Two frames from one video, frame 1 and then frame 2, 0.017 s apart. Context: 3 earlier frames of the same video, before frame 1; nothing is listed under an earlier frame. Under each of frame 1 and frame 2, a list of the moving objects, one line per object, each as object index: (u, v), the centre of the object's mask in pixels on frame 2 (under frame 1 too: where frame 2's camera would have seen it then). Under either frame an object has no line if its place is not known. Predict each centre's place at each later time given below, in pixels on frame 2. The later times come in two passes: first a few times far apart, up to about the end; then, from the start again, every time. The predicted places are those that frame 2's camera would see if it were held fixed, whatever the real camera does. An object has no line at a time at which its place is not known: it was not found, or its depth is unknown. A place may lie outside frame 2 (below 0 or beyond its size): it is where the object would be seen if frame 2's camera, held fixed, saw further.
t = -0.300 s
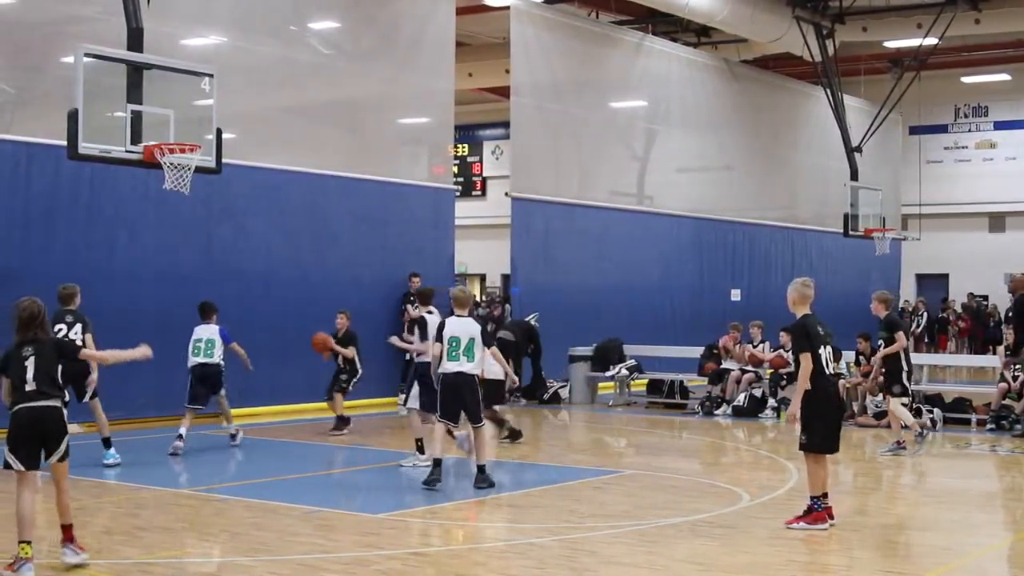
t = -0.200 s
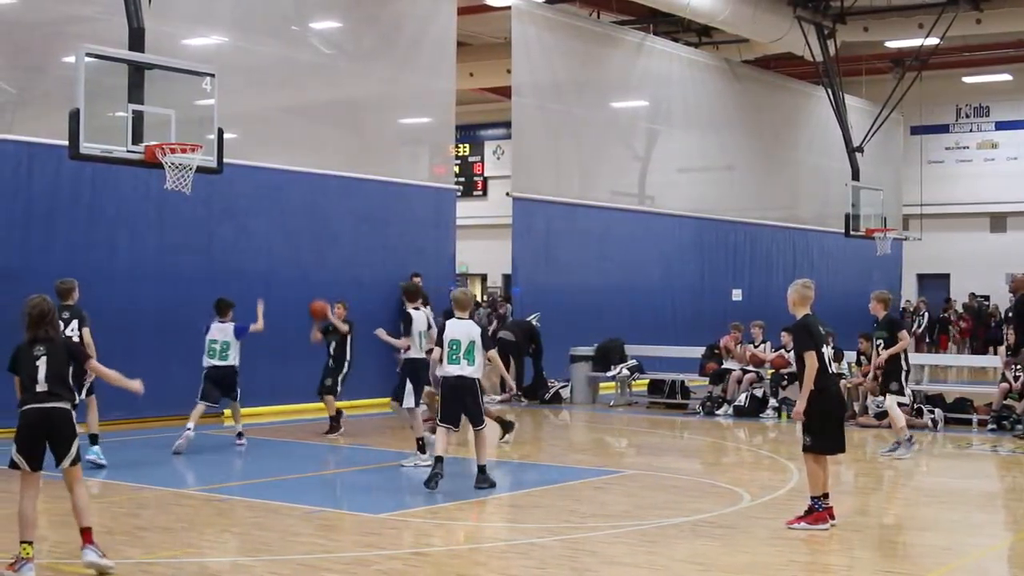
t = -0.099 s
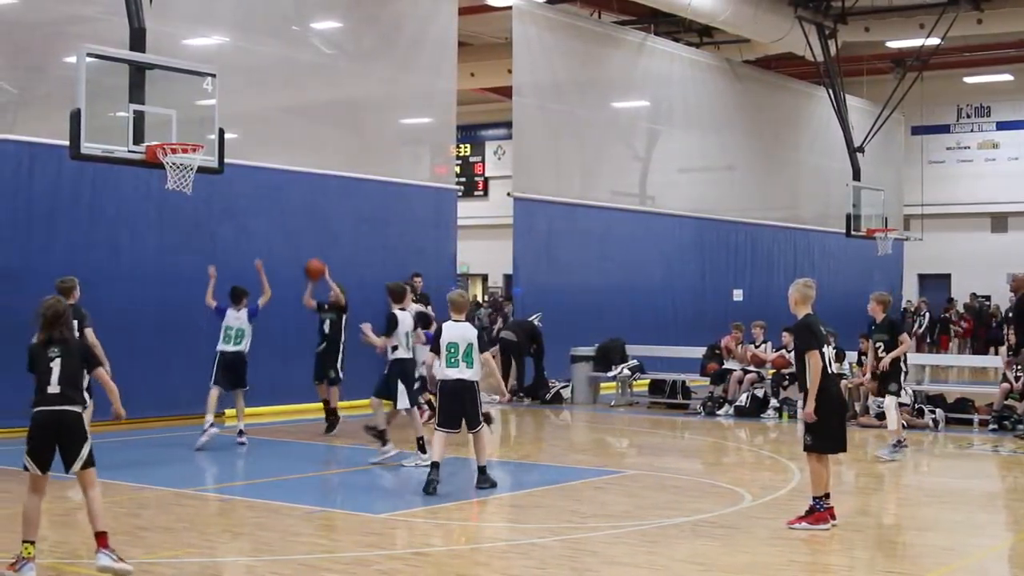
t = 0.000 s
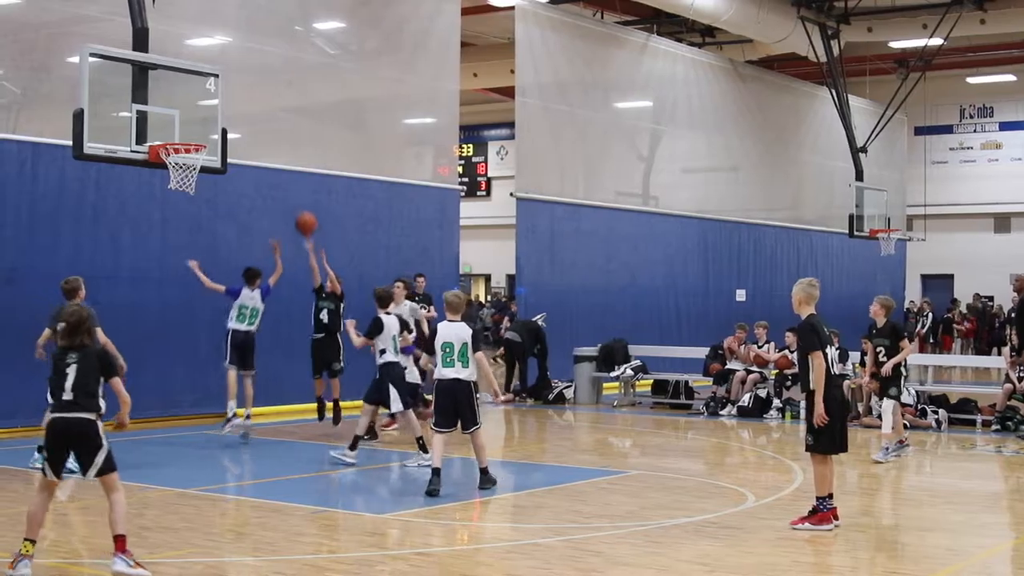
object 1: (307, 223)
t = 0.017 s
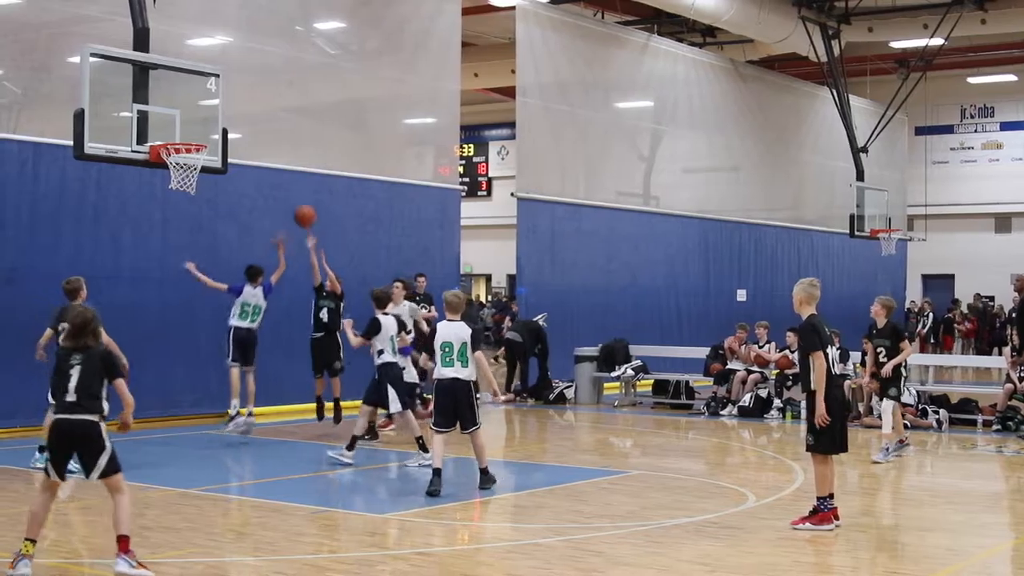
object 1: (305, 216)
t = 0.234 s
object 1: (274, 142)
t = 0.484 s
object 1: (235, 105)
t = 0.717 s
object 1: (195, 123)
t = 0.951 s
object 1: (181, 136)
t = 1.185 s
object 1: (194, 134)
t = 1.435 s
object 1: (174, 150)
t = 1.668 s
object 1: (168, 181)
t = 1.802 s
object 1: (174, 212)
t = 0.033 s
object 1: (302, 209)
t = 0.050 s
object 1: (300, 202)
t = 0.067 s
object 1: (297, 195)
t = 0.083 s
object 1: (295, 189)
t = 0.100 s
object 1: (293, 184)
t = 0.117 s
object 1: (291, 179)
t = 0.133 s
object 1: (288, 172)
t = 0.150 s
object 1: (286, 167)
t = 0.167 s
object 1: (283, 161)
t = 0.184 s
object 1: (281, 155)
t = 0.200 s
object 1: (278, 150)
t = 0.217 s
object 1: (276, 146)
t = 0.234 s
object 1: (274, 142)
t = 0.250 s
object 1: (272, 138)
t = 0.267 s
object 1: (269, 134)
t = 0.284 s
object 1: (267, 130)
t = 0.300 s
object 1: (264, 127)
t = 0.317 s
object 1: (262, 124)
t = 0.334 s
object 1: (259, 121)
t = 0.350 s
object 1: (256, 118)
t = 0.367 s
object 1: (254, 116)
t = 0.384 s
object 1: (252, 114)
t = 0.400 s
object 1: (249, 112)
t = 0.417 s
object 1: (246, 110)
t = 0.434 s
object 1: (243, 108)
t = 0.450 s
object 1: (240, 107)
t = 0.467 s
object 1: (238, 106)
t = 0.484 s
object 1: (235, 105)
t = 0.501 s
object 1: (232, 104)
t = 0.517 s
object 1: (230, 104)
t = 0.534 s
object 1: (227, 104)
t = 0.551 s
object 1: (224, 105)
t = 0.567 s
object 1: (221, 105)
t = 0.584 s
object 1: (219, 106)
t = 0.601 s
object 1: (216, 107)
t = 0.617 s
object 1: (213, 108)
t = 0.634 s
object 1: (210, 110)
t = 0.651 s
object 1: (208, 111)
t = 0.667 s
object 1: (205, 113)
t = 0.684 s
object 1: (201, 116)
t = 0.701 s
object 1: (198, 120)
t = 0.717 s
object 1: (195, 123)
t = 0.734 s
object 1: (193, 126)
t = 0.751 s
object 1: (190, 130)
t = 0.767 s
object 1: (187, 133)
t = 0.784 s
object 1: (185, 135)
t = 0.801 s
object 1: (182, 136)
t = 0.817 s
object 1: (180, 136)
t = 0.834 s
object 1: (177, 136)
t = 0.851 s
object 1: (175, 137)
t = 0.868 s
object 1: (173, 138)
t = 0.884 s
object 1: (171, 138)
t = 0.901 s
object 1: (172, 138)
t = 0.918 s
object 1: (175, 137)
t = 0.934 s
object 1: (178, 137)
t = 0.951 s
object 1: (181, 136)
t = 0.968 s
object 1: (184, 136)
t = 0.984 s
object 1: (188, 136)
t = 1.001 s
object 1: (190, 137)
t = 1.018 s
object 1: (192, 137)
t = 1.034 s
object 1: (192, 136)
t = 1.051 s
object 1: (193, 135)
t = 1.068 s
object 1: (193, 134)
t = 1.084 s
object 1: (193, 134)
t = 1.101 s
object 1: (193, 134)
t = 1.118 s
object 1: (194, 134)
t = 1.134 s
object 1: (194, 134)
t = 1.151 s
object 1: (194, 134)
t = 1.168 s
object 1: (194, 134)
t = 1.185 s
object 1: (194, 134)
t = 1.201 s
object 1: (194, 134)
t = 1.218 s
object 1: (193, 135)
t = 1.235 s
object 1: (191, 134)
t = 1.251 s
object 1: (190, 134)
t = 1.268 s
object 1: (190, 134)
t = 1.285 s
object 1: (188, 135)
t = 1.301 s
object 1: (187, 135)
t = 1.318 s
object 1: (187, 135)
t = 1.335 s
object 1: (185, 136)
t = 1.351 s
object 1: (185, 136)
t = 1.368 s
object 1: (182, 137)
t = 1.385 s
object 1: (181, 138)
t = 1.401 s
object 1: (179, 139)
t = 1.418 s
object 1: (178, 145)
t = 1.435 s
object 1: (174, 150)
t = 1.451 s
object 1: (173, 153)
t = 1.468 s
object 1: (172, 155)
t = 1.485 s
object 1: (170, 156)
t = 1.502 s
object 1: (168, 157)
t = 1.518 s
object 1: (167, 157)
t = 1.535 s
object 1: (165, 158)
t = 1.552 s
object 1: (165, 162)
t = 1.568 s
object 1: (164, 163)
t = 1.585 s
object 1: (165, 166)
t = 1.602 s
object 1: (167, 172)
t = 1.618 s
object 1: (168, 174)
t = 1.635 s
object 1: (168, 174)
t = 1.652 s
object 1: (169, 175)
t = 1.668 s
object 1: (168, 181)
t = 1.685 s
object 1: (169, 183)
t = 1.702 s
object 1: (169, 191)
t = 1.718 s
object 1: (170, 194)
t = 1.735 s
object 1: (171, 196)
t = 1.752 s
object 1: (172, 198)
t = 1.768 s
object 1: (173, 202)
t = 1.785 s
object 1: (174, 206)
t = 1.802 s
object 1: (174, 212)
